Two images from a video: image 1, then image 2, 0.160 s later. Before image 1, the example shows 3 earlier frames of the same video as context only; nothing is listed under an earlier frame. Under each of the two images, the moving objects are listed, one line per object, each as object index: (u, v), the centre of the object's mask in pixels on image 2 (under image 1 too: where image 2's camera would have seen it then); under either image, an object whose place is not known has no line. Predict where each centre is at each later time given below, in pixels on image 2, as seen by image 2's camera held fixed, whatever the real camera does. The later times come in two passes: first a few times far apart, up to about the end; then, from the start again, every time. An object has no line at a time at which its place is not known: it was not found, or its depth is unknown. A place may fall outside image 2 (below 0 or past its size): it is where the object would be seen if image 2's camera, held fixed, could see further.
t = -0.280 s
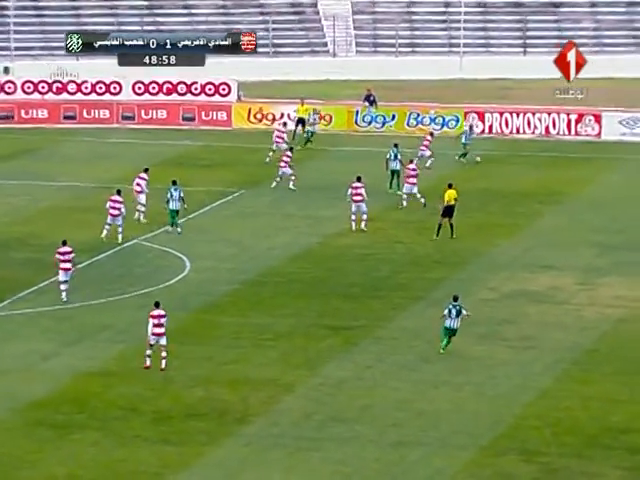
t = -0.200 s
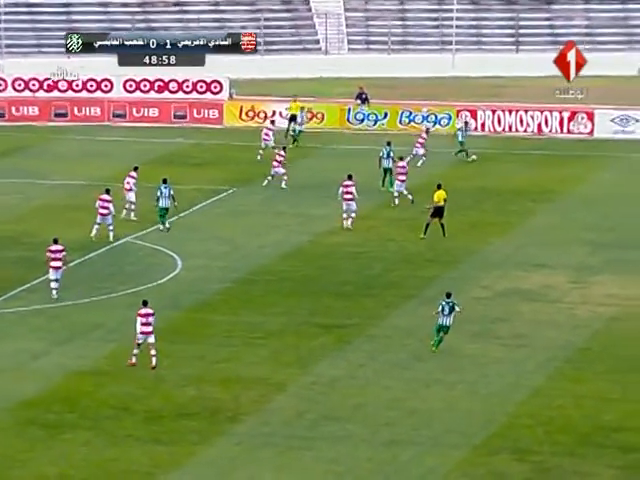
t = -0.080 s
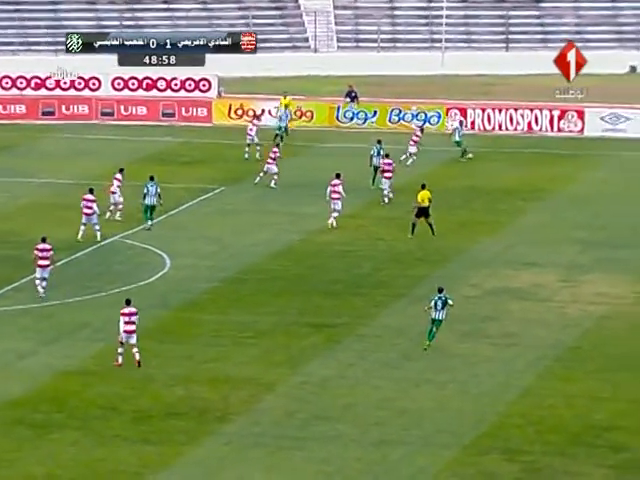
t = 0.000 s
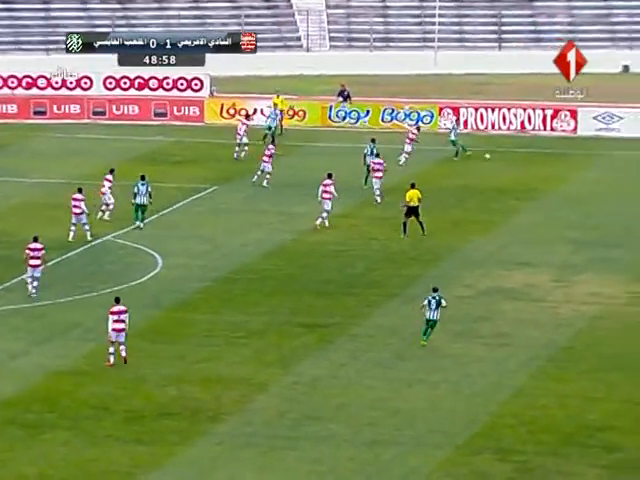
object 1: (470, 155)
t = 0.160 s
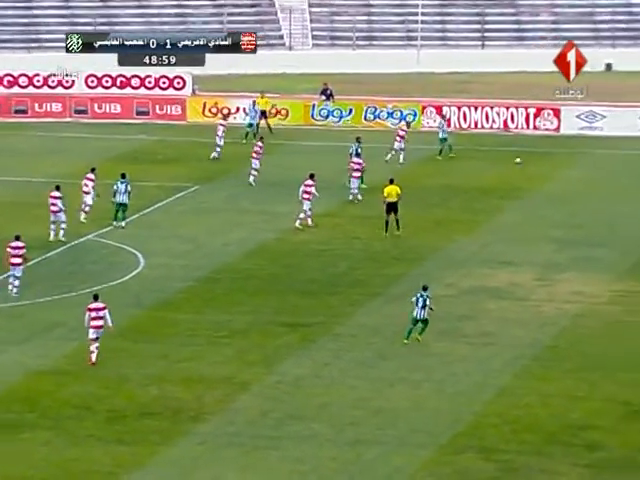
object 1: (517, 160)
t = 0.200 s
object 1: (529, 161)
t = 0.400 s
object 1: (580, 164)
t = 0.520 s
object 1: (607, 166)
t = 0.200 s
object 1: (529, 161)
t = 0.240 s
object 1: (539, 161)
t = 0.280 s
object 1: (550, 163)
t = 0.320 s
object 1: (561, 163)
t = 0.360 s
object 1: (570, 164)
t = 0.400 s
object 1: (580, 164)
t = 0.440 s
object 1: (589, 164)
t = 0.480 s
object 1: (598, 166)
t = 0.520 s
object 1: (607, 166)
